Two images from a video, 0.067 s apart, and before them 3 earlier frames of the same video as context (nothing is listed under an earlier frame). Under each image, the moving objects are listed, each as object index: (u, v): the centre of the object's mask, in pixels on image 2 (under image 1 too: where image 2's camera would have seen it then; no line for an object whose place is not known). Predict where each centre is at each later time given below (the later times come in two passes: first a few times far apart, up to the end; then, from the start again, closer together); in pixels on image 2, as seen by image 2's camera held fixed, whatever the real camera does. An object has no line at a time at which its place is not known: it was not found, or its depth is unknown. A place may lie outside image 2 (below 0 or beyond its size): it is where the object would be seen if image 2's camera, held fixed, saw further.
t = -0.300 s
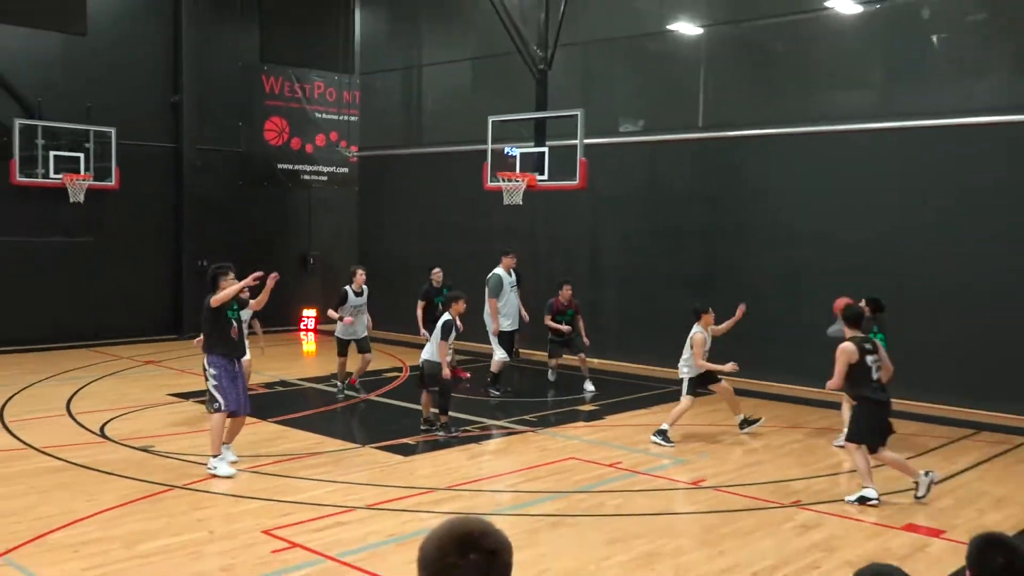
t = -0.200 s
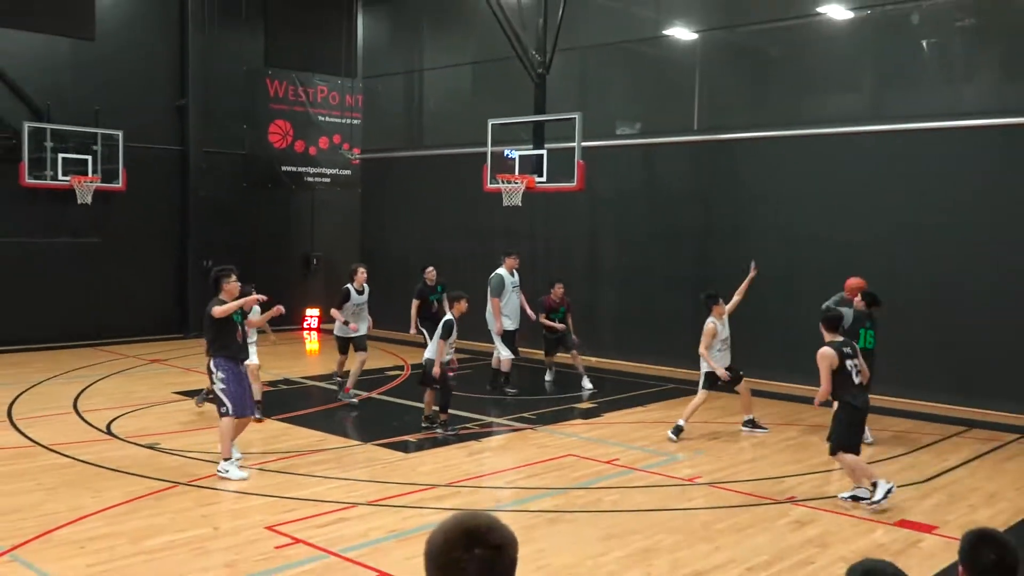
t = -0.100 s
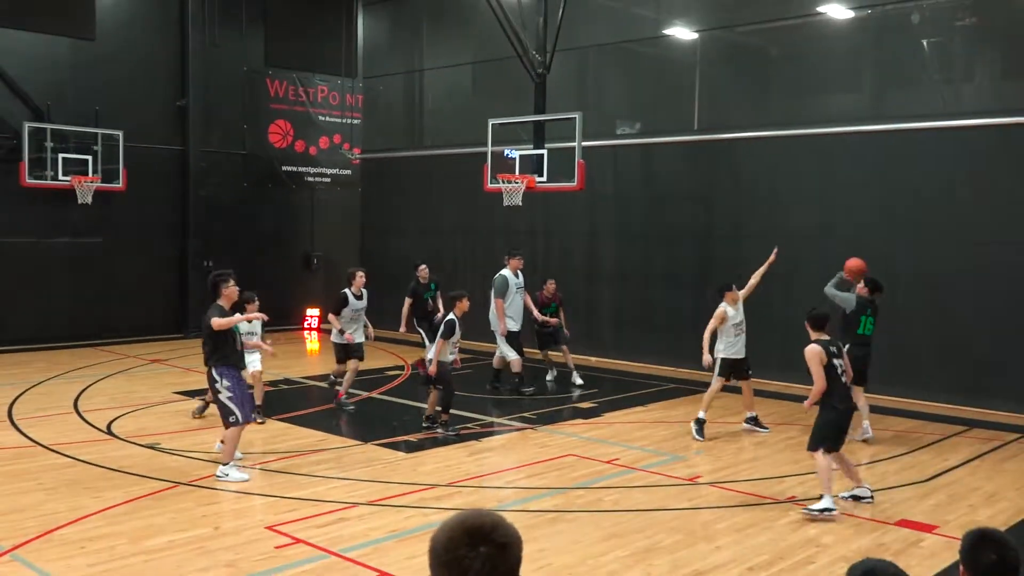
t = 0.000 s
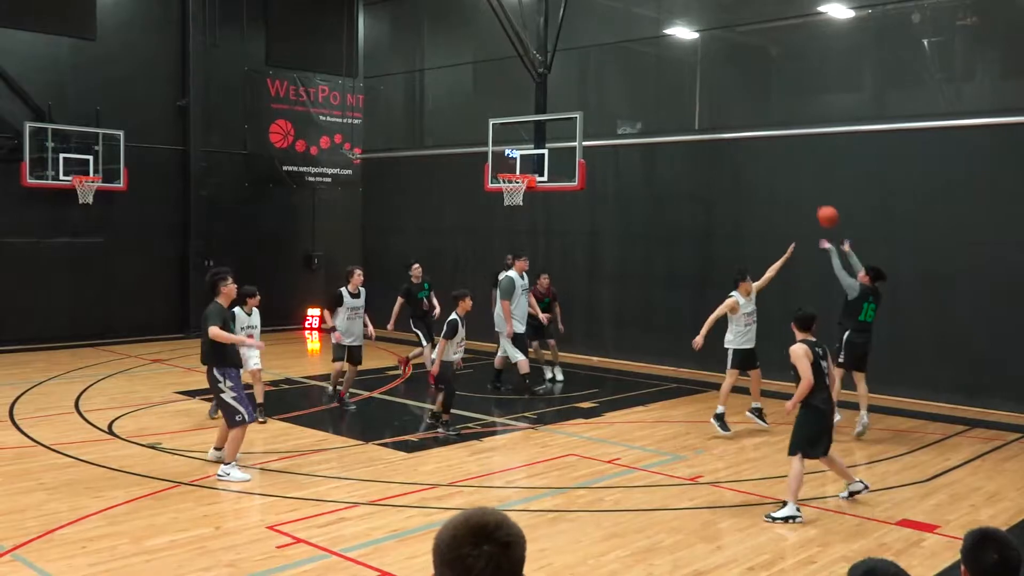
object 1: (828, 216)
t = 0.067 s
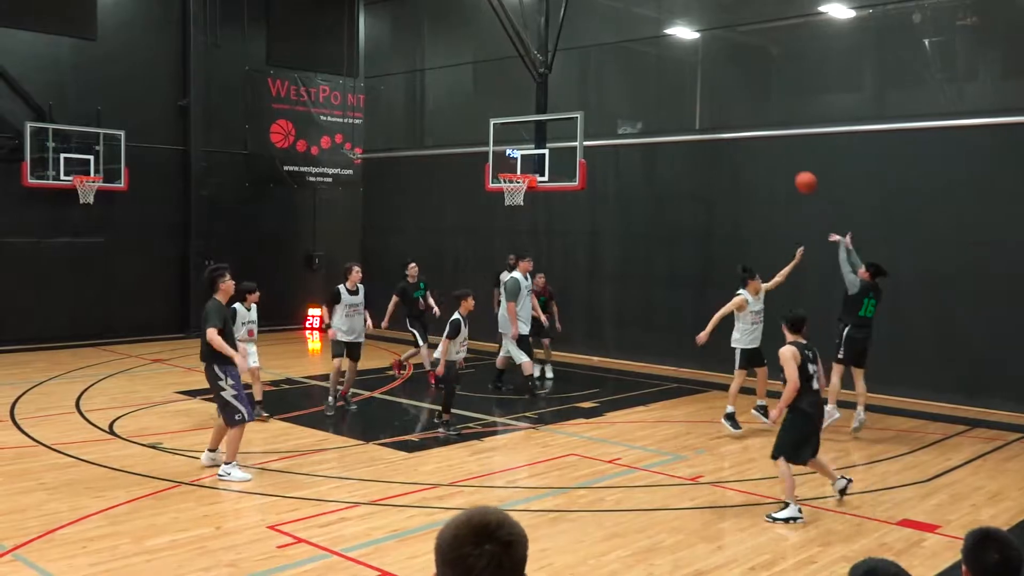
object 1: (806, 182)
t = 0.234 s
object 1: (750, 117)
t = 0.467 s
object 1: (682, 72)
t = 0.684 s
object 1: (623, 70)
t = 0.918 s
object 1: (567, 103)
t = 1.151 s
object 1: (517, 168)
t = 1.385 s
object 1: (527, 195)
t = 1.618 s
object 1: (529, 219)
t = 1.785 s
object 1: (530, 257)
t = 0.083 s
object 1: (800, 174)
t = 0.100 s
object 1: (794, 167)
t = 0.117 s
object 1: (789, 160)
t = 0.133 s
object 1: (783, 153)
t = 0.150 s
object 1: (778, 147)
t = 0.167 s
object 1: (773, 141)
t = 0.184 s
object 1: (766, 134)
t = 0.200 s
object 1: (761, 128)
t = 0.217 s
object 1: (756, 123)
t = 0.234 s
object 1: (750, 117)
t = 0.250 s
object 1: (745, 113)
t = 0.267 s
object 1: (740, 108)
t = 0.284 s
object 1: (735, 103)
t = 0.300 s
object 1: (730, 99)
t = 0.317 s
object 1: (725, 95)
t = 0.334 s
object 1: (720, 91)
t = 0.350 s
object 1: (715, 88)
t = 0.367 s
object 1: (710, 85)
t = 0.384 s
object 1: (705, 83)
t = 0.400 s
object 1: (701, 81)
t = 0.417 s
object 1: (696, 77)
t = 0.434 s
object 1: (691, 76)
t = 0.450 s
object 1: (686, 74)
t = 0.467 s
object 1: (682, 72)
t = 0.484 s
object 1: (677, 71)
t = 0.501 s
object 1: (672, 70)
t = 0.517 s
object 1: (667, 69)
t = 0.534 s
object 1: (663, 68)
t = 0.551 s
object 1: (659, 67)
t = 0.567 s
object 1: (654, 67)
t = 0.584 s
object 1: (649, 67)
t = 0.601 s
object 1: (645, 67)
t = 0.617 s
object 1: (640, 67)
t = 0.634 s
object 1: (636, 67)
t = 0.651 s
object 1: (632, 68)
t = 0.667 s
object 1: (628, 69)
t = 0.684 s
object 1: (623, 70)
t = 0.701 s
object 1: (619, 70)
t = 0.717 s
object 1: (615, 72)
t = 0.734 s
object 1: (611, 74)
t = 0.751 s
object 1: (607, 76)
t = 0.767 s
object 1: (603, 77)
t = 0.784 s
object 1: (599, 80)
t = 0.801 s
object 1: (595, 82)
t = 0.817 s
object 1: (591, 84)
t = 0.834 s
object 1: (587, 88)
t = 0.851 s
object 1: (583, 90)
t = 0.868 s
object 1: (579, 93)
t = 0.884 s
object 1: (575, 96)
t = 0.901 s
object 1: (572, 99)
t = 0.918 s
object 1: (567, 103)
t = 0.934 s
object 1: (564, 107)
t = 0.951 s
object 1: (560, 111)
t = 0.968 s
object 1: (556, 115)
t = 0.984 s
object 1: (552, 120)
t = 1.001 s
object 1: (548, 125)
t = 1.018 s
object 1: (545, 129)
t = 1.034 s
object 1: (541, 133)
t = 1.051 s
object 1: (537, 138)
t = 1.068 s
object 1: (534, 142)
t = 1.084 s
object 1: (530, 148)
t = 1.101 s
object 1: (528, 153)
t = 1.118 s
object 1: (524, 158)
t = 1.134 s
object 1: (520, 163)
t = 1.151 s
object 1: (517, 168)
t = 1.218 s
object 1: (512, 175)
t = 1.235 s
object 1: (512, 177)
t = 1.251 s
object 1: (513, 183)
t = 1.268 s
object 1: (517, 183)
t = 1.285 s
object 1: (519, 184)
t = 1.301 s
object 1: (520, 186)
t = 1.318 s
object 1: (525, 189)
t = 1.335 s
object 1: (526, 192)
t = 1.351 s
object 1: (527, 190)
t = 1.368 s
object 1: (527, 191)
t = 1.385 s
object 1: (527, 195)
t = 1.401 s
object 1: (527, 195)
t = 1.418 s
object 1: (527, 197)
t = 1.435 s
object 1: (528, 197)
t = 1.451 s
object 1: (528, 200)
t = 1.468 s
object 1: (529, 201)
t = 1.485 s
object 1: (529, 203)
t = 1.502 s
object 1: (529, 204)
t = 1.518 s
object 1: (529, 205)
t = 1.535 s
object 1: (529, 206)
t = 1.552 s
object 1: (529, 208)
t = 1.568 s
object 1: (529, 211)
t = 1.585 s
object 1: (529, 213)
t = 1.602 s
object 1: (529, 216)
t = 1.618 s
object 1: (529, 219)
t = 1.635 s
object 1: (529, 222)
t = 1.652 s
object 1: (530, 225)
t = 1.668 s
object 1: (530, 229)
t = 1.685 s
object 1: (530, 232)
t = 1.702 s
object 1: (530, 237)
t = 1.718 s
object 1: (530, 240)
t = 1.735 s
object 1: (530, 244)
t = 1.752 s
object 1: (530, 248)
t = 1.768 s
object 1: (530, 253)
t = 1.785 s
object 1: (530, 257)
